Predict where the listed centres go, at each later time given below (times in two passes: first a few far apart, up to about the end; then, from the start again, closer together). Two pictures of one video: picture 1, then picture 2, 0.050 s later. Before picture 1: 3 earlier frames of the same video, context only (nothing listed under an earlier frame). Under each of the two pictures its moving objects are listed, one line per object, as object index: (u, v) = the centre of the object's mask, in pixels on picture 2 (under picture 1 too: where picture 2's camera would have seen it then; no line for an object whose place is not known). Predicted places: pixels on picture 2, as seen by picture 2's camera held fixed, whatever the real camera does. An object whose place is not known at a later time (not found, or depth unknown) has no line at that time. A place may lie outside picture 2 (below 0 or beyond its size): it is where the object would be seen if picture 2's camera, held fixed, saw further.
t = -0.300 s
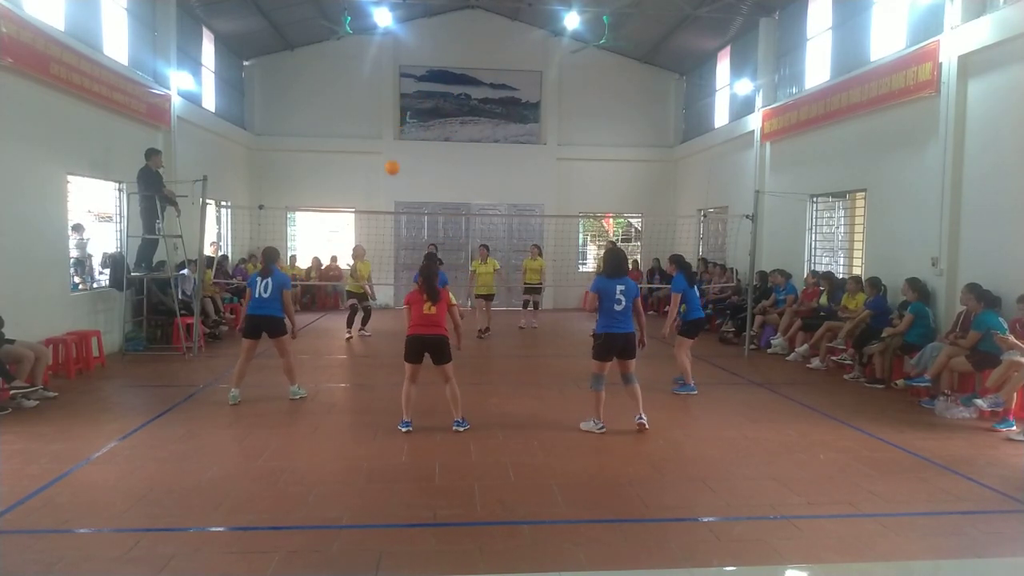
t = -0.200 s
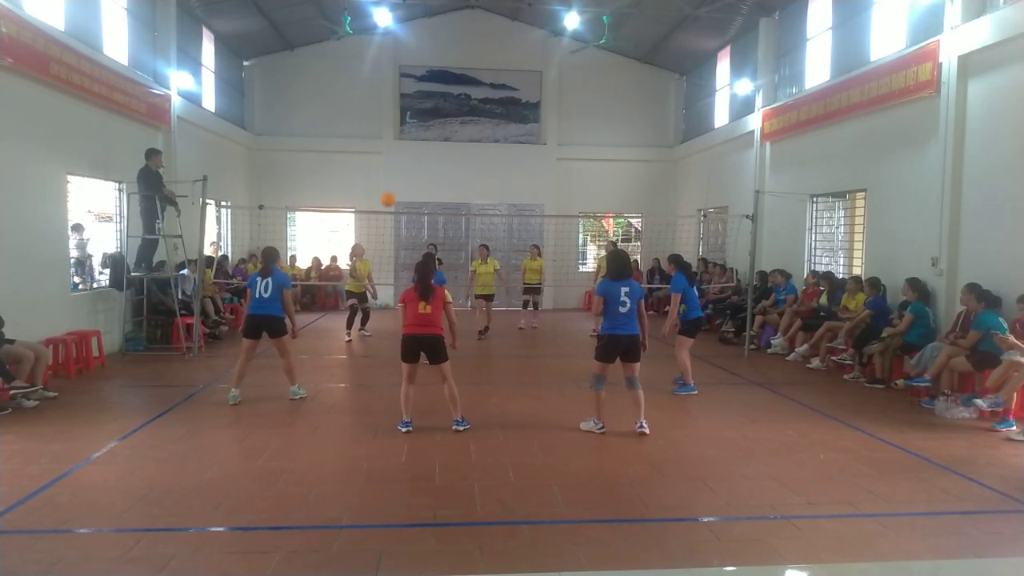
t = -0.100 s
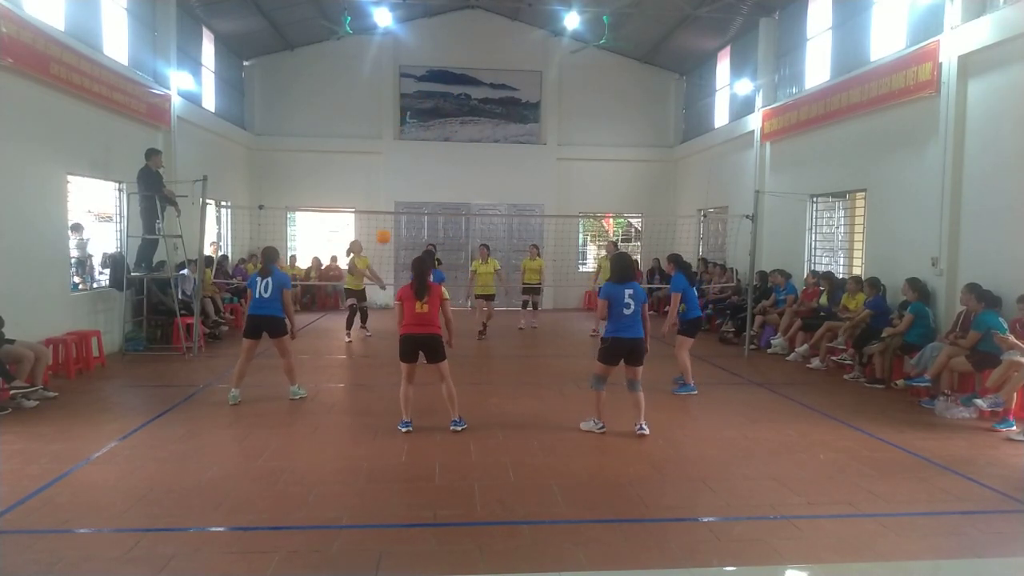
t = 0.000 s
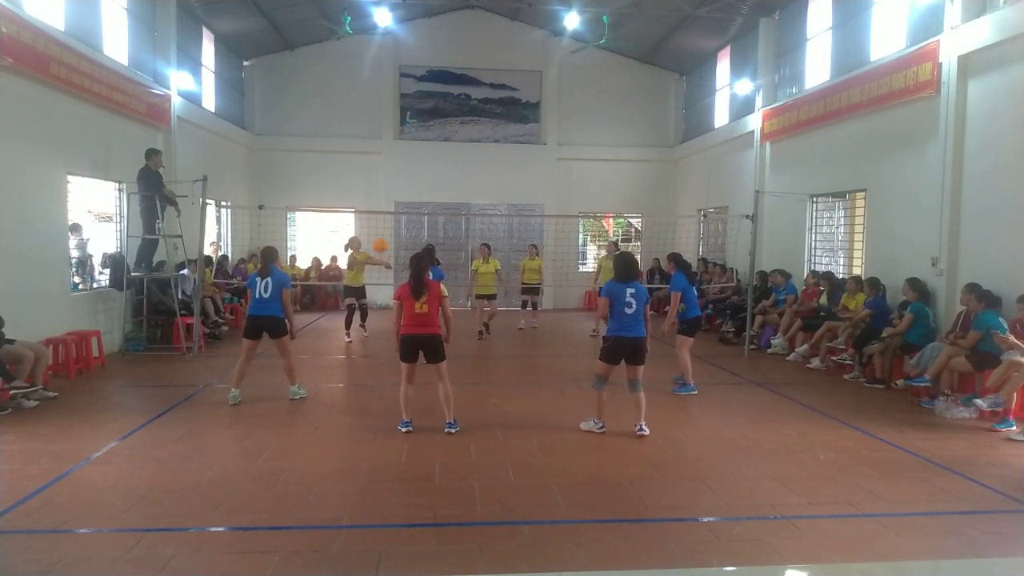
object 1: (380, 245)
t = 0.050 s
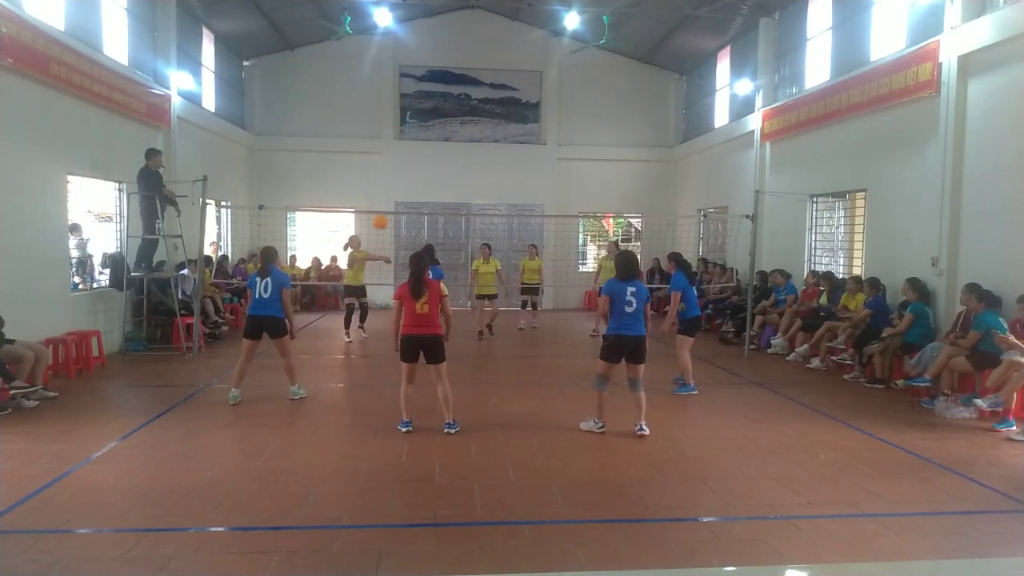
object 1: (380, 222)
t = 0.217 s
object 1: (381, 147)
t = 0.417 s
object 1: (383, 77)
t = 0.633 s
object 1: (385, 30)
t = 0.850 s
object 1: (388, 18)
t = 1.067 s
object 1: (392, 56)
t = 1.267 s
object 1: (396, 145)
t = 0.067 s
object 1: (380, 214)
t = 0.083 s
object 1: (380, 205)
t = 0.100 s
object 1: (380, 198)
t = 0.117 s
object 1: (380, 190)
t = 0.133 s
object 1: (380, 183)
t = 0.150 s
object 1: (380, 175)
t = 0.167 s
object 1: (380, 168)
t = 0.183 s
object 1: (381, 161)
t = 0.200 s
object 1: (381, 154)
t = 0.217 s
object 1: (381, 147)
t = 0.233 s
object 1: (381, 140)
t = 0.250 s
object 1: (381, 134)
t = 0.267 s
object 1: (382, 128)
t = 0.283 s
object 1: (382, 121)
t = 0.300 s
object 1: (382, 115)
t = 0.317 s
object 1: (382, 109)
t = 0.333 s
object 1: (382, 103)
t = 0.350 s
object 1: (383, 97)
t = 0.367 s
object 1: (383, 92)
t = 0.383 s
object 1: (383, 86)
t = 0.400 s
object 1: (383, 82)
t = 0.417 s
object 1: (383, 77)
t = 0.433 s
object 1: (383, 72)
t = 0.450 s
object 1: (384, 67)
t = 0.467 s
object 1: (383, 63)
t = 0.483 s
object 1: (384, 58)
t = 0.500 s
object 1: (384, 54)
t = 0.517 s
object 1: (384, 50)
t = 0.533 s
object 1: (384, 47)
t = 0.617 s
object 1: (385, 33)
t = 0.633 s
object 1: (385, 30)
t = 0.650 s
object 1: (385, 27)
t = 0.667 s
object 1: (385, 23)
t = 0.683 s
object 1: (386, 22)
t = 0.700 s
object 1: (386, 20)
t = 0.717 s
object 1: (386, 19)
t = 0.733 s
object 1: (386, 18)
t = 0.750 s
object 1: (386, 17)
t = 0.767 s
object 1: (387, 17)
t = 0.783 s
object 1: (387, 17)
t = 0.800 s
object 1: (388, 17)
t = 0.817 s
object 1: (388, 17)
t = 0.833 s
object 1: (388, 17)
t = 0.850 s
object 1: (388, 18)
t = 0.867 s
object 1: (389, 19)
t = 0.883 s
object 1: (389, 20)
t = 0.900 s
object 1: (389, 22)
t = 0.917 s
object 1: (390, 24)
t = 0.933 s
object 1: (390, 27)
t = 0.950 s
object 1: (391, 30)
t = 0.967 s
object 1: (391, 34)
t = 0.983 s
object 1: (391, 36)
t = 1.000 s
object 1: (391, 39)
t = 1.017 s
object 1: (391, 42)
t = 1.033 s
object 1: (391, 47)
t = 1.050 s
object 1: (392, 51)
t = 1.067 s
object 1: (392, 56)
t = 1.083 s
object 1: (392, 62)
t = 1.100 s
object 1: (393, 67)
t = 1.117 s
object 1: (393, 73)
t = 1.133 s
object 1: (393, 80)
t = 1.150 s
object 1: (394, 87)
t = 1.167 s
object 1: (394, 94)
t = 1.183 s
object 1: (394, 102)
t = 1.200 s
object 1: (394, 110)
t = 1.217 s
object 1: (395, 118)
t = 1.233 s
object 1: (395, 127)
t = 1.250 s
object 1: (395, 135)
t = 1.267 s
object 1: (396, 145)
